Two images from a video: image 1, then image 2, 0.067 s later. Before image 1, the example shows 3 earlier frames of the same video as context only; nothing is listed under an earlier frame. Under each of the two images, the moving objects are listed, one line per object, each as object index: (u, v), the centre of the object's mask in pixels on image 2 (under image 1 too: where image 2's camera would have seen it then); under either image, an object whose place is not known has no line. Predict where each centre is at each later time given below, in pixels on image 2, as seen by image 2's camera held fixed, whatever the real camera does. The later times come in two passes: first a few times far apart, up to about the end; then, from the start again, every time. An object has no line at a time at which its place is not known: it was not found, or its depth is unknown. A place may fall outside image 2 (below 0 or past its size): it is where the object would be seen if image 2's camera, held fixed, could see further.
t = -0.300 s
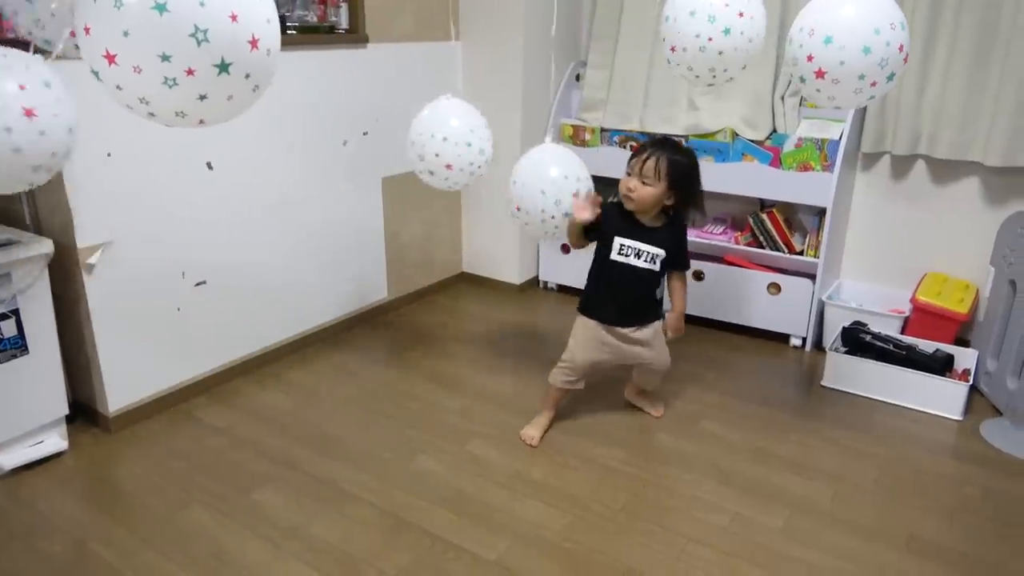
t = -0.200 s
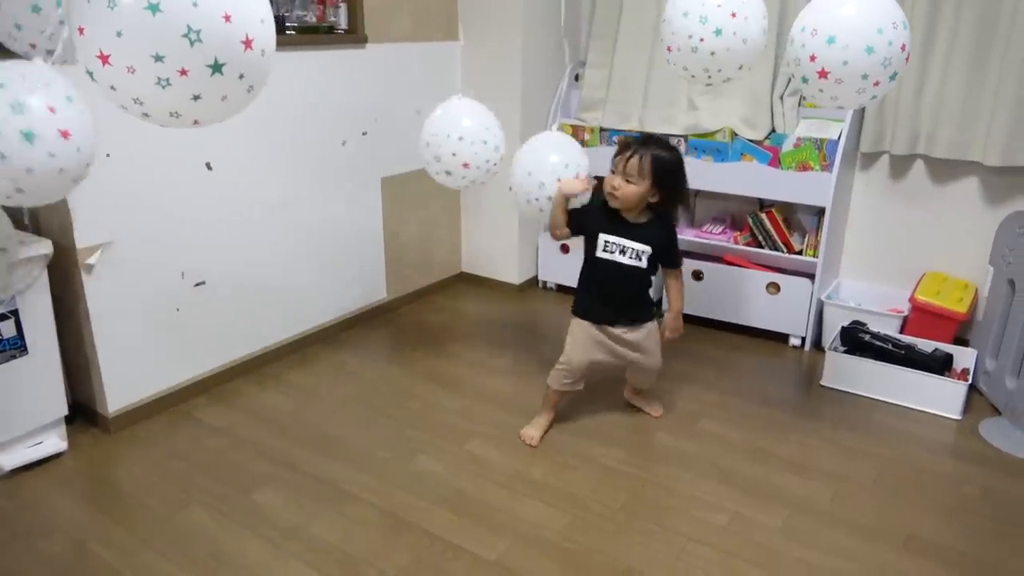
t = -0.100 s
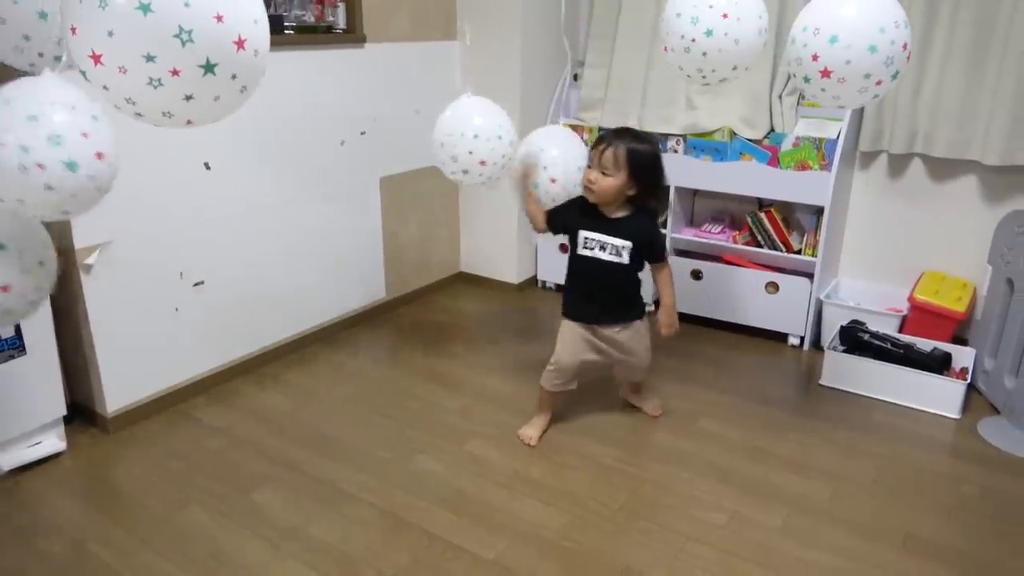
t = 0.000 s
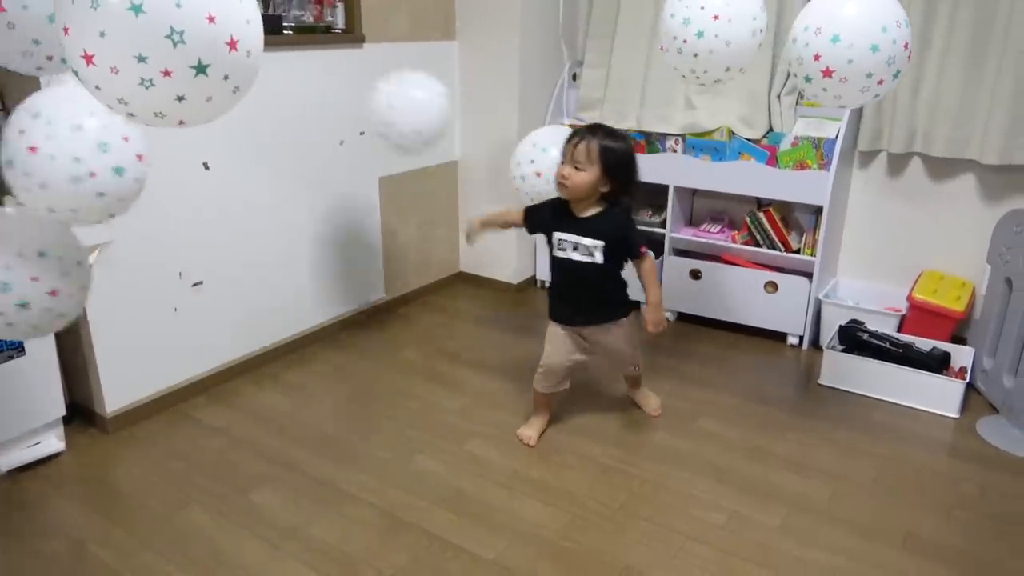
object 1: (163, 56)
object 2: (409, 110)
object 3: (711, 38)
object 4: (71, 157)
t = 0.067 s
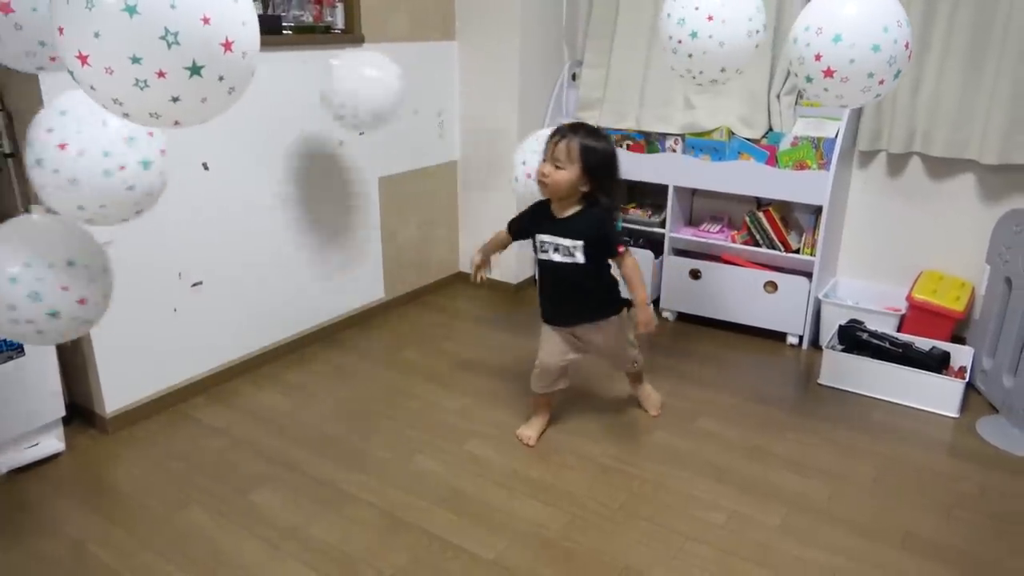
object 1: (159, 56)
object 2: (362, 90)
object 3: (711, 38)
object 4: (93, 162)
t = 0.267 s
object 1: (148, 57)
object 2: (313, 90)
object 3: (706, 38)
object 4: (168, 173)
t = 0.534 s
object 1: (130, 56)
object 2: (401, 137)
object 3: (695, 39)
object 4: (244, 173)
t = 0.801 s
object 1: (116, 58)
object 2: (480, 131)
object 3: (682, 39)
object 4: (307, 171)
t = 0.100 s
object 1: (158, 56)
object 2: (340, 79)
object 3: (710, 38)
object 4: (105, 164)
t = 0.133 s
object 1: (156, 57)
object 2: (319, 71)
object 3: (709, 38)
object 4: (118, 167)
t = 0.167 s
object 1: (155, 57)
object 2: (299, 64)
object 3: (709, 38)
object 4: (131, 169)
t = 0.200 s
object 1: (153, 57)
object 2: (294, 67)
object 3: (708, 38)
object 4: (144, 170)
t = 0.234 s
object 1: (150, 57)
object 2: (303, 78)
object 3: (707, 38)
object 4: (155, 172)
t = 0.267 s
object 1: (148, 57)
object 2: (313, 90)
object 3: (706, 38)
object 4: (168, 173)
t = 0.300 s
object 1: (146, 57)
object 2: (325, 103)
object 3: (705, 38)
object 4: (180, 173)
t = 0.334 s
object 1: (144, 57)
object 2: (334, 114)
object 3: (704, 38)
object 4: (190, 173)
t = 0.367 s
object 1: (141, 57)
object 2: (345, 124)
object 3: (702, 38)
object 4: (200, 173)
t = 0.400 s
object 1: (137, 57)
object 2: (357, 133)
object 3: (701, 38)
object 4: (209, 173)
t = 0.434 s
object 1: (136, 57)
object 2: (369, 138)
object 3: (700, 38)
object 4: (218, 173)
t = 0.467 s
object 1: (134, 56)
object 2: (379, 139)
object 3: (699, 38)
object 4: (226, 173)
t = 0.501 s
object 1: (132, 57)
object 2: (390, 138)
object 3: (697, 39)
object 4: (235, 173)
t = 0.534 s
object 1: (130, 56)
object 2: (401, 137)
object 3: (695, 39)
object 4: (244, 173)
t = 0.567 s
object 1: (128, 56)
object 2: (413, 135)
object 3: (694, 38)
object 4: (253, 173)
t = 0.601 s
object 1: (127, 56)
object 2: (423, 134)
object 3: (692, 38)
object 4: (261, 173)
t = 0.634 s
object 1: (128, 56)
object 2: (434, 133)
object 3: (691, 39)
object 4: (269, 172)
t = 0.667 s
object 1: (123, 57)
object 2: (445, 133)
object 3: (689, 39)
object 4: (277, 173)
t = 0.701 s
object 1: (121, 57)
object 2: (457, 133)
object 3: (687, 39)
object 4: (285, 172)
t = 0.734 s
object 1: (119, 57)
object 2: (467, 132)
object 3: (685, 39)
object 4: (292, 172)
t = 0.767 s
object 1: (117, 57)
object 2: (476, 131)
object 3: (684, 39)
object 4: (299, 171)
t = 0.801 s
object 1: (116, 58)
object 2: (480, 131)
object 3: (682, 39)
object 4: (307, 171)
